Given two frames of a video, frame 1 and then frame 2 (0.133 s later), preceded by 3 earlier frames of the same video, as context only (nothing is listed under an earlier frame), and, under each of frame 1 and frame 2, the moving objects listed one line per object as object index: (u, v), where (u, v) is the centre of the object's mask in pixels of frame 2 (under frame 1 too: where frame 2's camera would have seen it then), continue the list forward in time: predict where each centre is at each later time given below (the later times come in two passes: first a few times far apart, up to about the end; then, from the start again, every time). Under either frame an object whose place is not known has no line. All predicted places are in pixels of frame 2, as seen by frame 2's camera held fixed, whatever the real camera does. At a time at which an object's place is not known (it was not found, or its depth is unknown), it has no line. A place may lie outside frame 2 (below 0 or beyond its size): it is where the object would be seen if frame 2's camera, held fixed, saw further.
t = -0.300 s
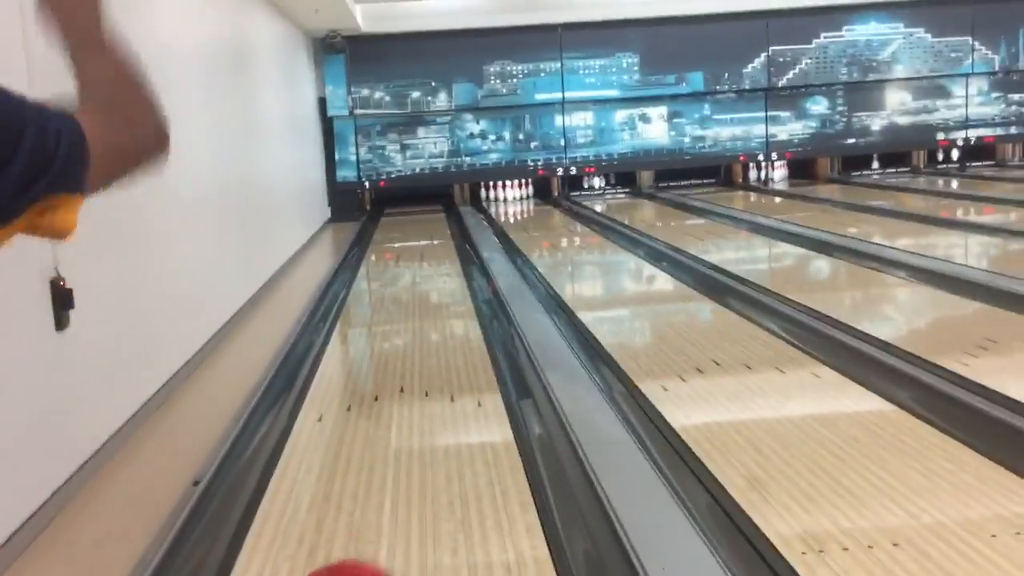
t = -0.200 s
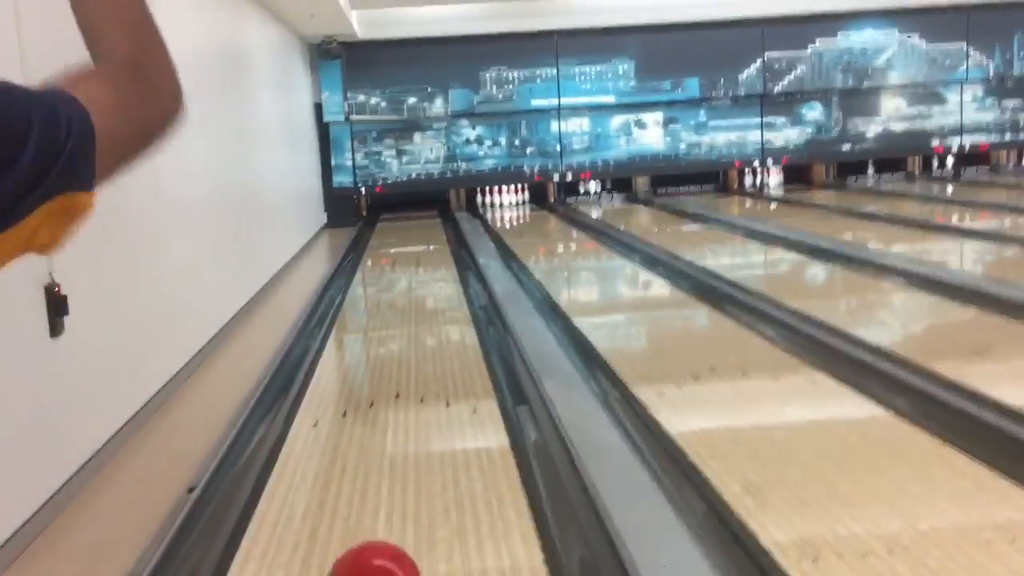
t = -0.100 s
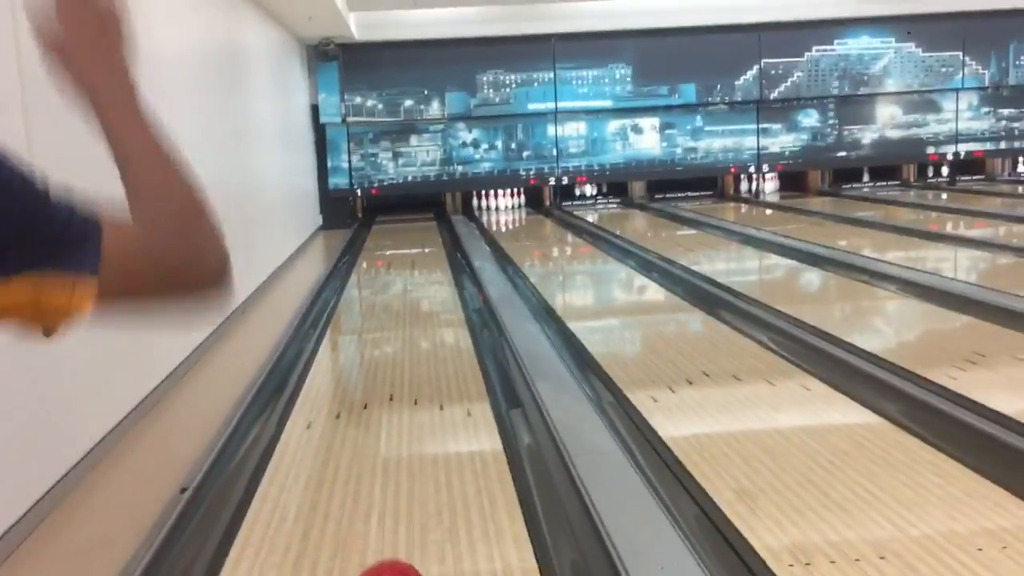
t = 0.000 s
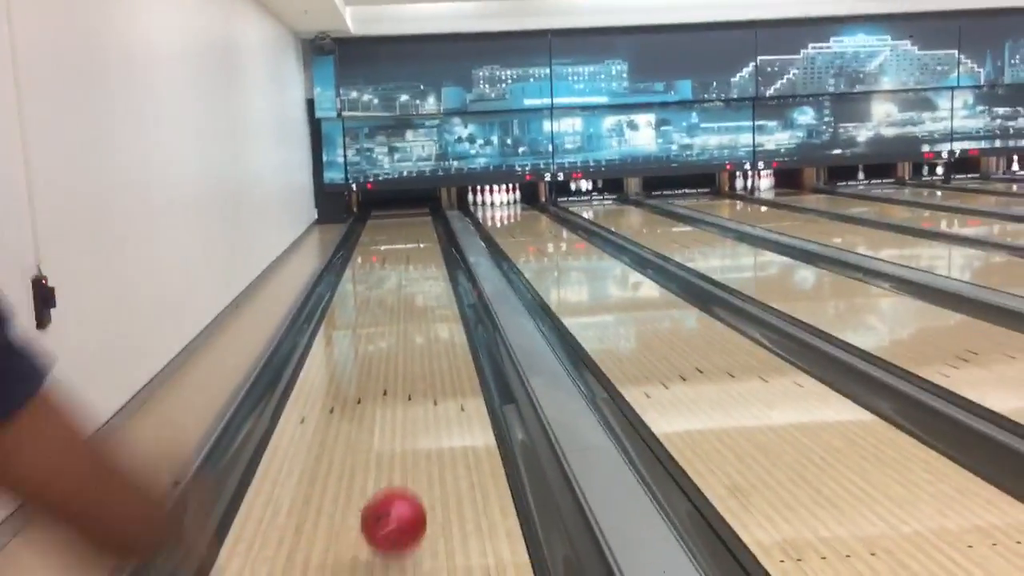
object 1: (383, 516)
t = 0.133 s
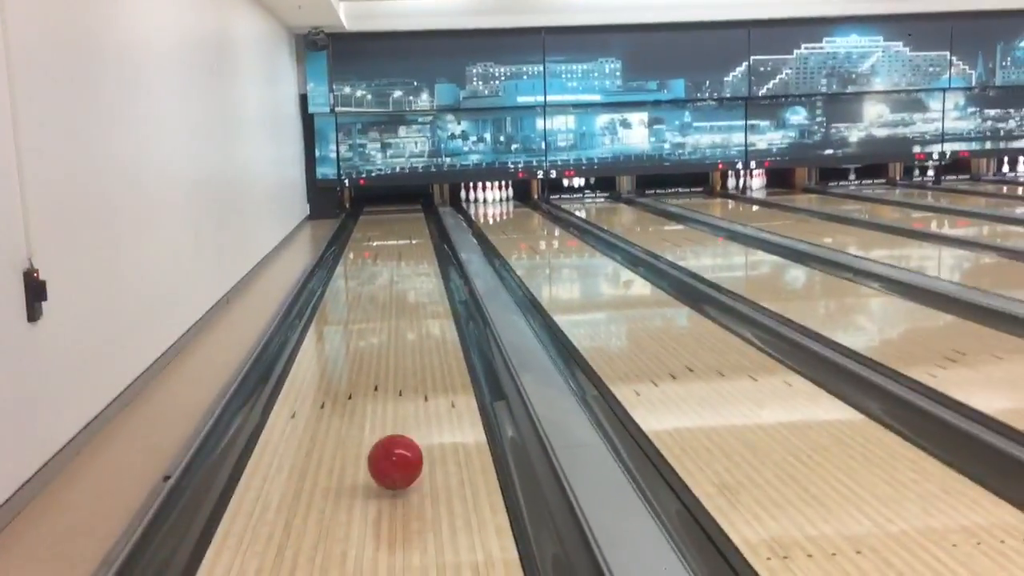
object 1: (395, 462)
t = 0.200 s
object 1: (400, 442)
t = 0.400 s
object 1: (410, 383)
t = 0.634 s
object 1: (416, 337)
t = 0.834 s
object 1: (421, 309)
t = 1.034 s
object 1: (424, 288)
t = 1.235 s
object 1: (426, 273)
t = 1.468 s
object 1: (427, 258)
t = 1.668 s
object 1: (429, 248)
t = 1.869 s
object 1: (430, 239)
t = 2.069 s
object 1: (432, 233)
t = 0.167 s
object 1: (398, 455)
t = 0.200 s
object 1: (400, 442)
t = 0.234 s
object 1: (402, 431)
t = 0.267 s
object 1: (404, 420)
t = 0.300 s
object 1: (406, 410)
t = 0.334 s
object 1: (407, 400)
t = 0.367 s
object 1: (408, 391)
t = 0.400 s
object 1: (410, 383)
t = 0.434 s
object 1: (411, 376)
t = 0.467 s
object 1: (412, 369)
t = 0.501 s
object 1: (413, 361)
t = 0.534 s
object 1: (414, 355)
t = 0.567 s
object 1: (415, 348)
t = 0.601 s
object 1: (416, 342)
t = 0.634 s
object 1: (416, 337)
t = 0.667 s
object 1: (417, 331)
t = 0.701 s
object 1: (419, 326)
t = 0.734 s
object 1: (420, 322)
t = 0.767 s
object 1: (420, 318)
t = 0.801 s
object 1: (421, 313)
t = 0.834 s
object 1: (421, 309)
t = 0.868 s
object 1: (421, 306)
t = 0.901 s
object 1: (422, 302)
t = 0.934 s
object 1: (423, 298)
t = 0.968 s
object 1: (423, 295)
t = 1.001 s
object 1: (423, 292)
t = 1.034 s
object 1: (424, 288)
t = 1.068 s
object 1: (424, 286)
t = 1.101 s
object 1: (425, 283)
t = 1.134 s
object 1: (425, 281)
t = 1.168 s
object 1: (425, 278)
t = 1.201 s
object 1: (426, 275)
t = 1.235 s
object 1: (426, 273)
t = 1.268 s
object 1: (426, 271)
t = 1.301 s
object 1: (426, 268)
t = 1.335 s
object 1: (426, 266)
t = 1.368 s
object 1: (427, 264)
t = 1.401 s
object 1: (427, 262)
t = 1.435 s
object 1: (427, 260)
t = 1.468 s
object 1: (427, 258)
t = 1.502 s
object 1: (427, 256)
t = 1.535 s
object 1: (428, 254)
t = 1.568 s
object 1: (428, 253)
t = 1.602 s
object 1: (428, 251)
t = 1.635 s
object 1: (429, 249)
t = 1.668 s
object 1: (429, 248)
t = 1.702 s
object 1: (429, 246)
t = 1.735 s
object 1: (429, 244)
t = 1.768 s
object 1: (429, 244)
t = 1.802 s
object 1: (430, 242)
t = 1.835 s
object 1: (430, 240)
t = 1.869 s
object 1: (430, 239)
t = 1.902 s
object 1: (430, 238)
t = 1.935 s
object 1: (430, 237)
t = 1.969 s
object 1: (431, 236)
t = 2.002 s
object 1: (431, 235)
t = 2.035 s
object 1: (432, 234)
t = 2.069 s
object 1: (432, 233)
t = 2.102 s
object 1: (432, 231)
